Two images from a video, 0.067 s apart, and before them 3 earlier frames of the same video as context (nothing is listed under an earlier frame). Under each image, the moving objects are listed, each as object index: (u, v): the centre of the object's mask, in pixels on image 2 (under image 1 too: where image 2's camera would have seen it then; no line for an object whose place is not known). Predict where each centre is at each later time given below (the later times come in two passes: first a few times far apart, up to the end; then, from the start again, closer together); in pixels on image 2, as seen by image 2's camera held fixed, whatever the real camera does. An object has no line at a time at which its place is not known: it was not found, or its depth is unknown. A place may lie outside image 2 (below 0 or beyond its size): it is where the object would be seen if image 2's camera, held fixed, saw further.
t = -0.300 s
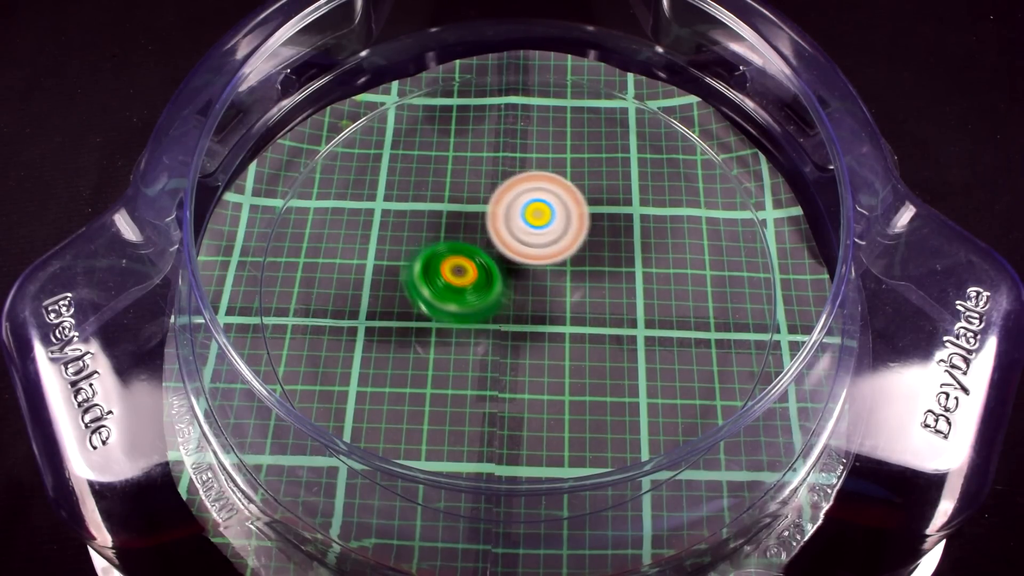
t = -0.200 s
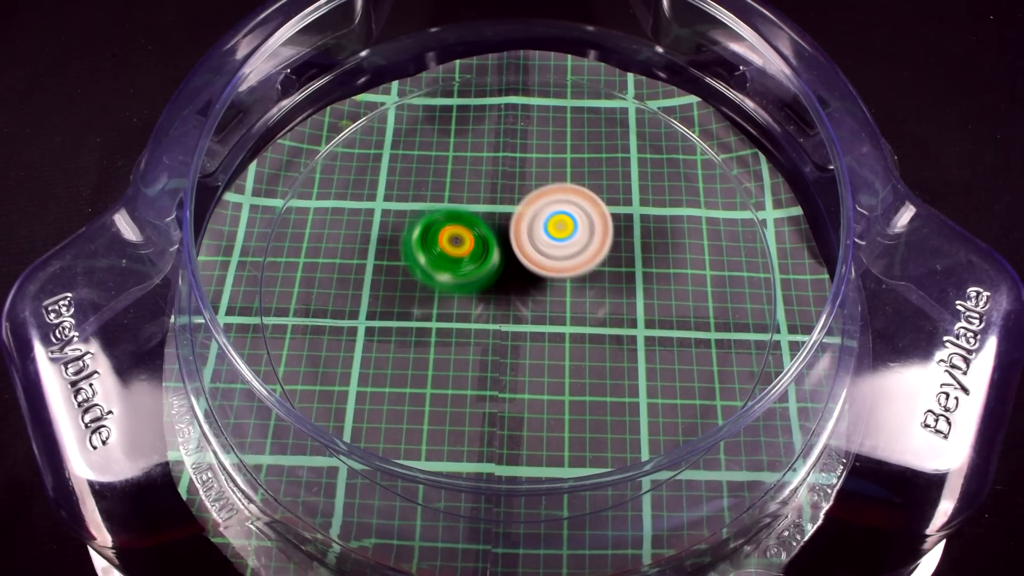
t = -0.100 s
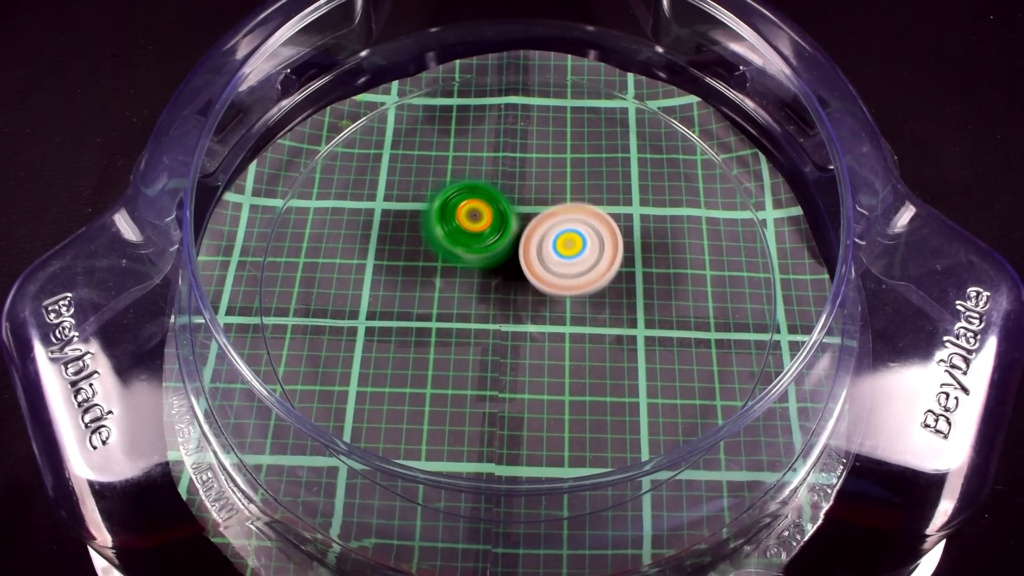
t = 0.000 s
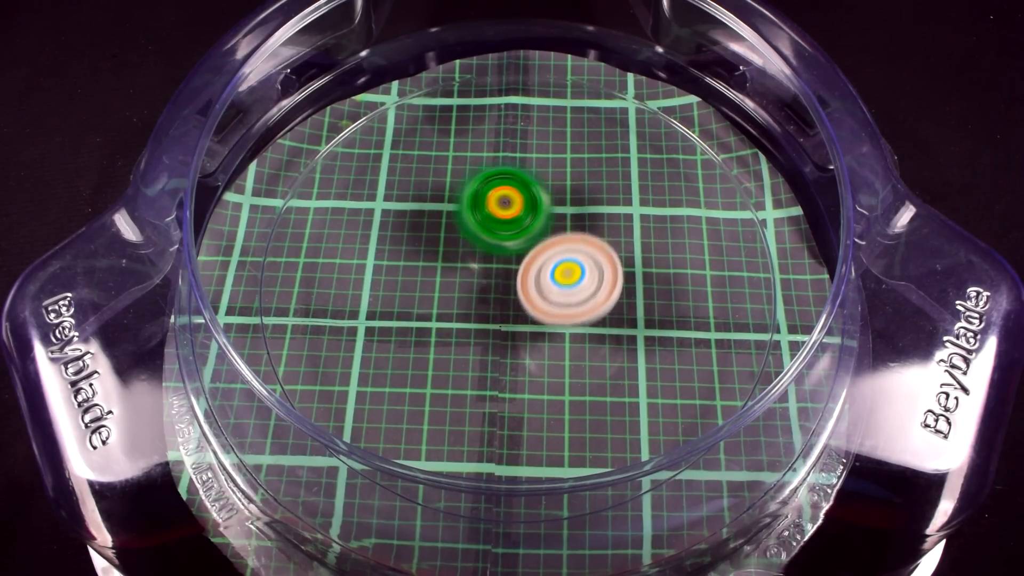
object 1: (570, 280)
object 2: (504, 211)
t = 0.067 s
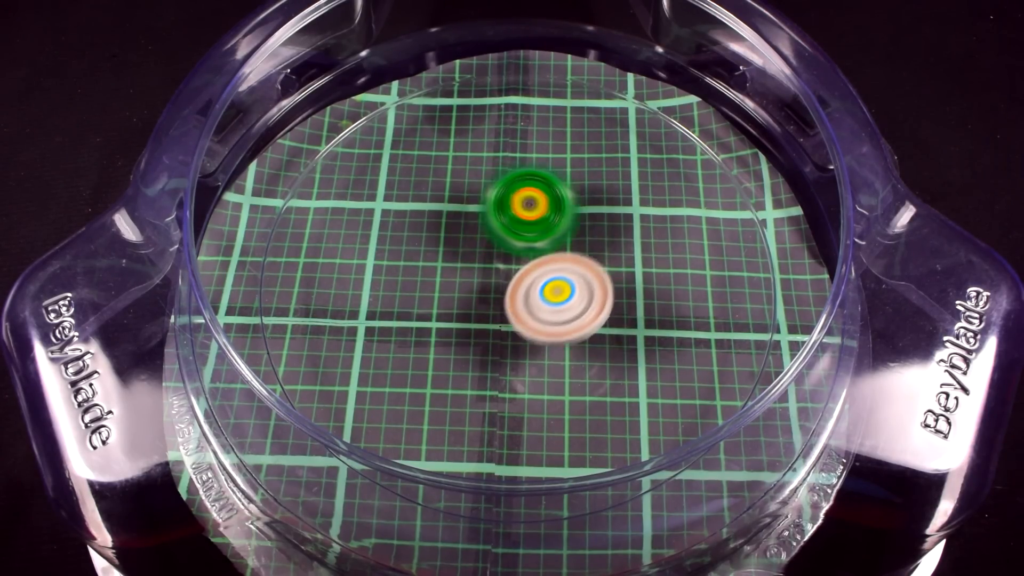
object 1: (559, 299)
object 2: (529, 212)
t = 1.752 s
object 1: (493, 167)
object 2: (501, 267)
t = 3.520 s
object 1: (498, 192)
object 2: (502, 279)
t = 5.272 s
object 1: (555, 259)
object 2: (457, 250)
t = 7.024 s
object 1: (558, 269)
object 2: (456, 249)
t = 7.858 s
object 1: (548, 272)
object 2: (455, 249)
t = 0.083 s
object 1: (555, 302)
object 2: (536, 214)
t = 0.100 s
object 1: (552, 304)
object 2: (542, 216)
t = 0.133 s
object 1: (543, 307)
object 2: (554, 221)
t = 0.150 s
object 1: (538, 309)
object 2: (560, 223)
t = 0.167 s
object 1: (532, 314)
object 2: (566, 225)
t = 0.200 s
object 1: (517, 322)
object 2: (575, 232)
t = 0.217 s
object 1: (510, 324)
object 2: (579, 237)
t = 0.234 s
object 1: (502, 324)
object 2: (581, 241)
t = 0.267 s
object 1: (490, 321)
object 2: (585, 251)
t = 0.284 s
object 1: (484, 319)
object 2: (585, 257)
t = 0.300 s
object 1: (478, 316)
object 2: (585, 263)
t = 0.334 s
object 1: (469, 309)
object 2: (583, 273)
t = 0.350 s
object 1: (467, 305)
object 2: (581, 278)
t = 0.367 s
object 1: (464, 301)
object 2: (578, 283)
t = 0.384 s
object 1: (463, 297)
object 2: (575, 289)
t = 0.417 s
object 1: (453, 285)
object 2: (572, 298)
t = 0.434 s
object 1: (446, 277)
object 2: (569, 302)
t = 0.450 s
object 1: (440, 268)
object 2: (566, 305)
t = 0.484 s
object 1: (431, 253)
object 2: (556, 309)
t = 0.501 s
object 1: (429, 246)
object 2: (551, 311)
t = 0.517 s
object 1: (429, 239)
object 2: (544, 312)
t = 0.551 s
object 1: (433, 228)
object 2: (532, 313)
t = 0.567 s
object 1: (437, 223)
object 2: (524, 312)
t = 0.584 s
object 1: (442, 219)
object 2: (517, 311)
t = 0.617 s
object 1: (454, 211)
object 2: (503, 307)
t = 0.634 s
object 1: (461, 207)
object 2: (497, 304)
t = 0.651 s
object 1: (468, 204)
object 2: (491, 301)
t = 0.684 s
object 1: (483, 198)
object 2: (480, 294)
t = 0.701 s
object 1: (492, 196)
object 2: (475, 289)
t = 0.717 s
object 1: (501, 193)
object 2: (471, 285)
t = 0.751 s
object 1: (518, 191)
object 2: (465, 276)
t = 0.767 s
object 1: (527, 191)
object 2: (464, 271)
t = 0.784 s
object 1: (535, 191)
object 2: (463, 267)
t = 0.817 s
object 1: (550, 195)
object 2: (463, 257)
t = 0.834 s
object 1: (558, 197)
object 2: (465, 253)
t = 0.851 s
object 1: (566, 201)
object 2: (467, 249)
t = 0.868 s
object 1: (573, 205)
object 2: (469, 245)
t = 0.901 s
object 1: (584, 214)
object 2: (475, 239)
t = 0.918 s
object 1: (589, 220)
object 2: (479, 236)
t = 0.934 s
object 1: (592, 226)
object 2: (485, 233)
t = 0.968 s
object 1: (600, 241)
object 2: (491, 228)
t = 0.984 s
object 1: (606, 250)
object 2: (494, 225)
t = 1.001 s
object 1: (611, 260)
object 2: (499, 224)
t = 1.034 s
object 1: (616, 277)
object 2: (507, 222)
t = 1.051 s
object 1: (616, 285)
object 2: (512, 222)
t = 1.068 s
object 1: (614, 292)
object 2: (516, 223)
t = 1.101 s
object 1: (607, 303)
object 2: (526, 224)
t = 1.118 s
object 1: (602, 308)
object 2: (530, 226)
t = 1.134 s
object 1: (596, 312)
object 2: (536, 228)
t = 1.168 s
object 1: (578, 320)
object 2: (545, 234)
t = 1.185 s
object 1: (569, 327)
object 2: (548, 235)
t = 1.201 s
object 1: (559, 334)
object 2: (551, 235)
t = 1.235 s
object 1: (537, 347)
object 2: (554, 241)
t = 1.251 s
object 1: (525, 350)
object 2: (556, 245)
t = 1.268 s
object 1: (513, 352)
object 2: (558, 249)
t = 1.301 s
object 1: (493, 352)
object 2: (558, 256)
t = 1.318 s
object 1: (484, 350)
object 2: (557, 261)
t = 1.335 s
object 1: (475, 347)
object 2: (557, 264)
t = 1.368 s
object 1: (461, 338)
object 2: (552, 273)
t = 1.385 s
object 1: (454, 332)
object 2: (549, 277)
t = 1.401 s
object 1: (448, 325)
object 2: (546, 280)
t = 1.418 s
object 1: (440, 317)
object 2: (546, 282)
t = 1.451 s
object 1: (422, 302)
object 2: (545, 285)
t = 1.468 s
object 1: (415, 294)
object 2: (542, 287)
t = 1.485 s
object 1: (410, 285)
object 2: (539, 287)
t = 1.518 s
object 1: (405, 268)
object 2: (531, 288)
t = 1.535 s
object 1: (405, 259)
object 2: (527, 288)
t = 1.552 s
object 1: (407, 252)
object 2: (523, 288)
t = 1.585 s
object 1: (414, 235)
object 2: (515, 285)
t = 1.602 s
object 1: (419, 227)
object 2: (512, 284)
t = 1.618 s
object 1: (425, 219)
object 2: (509, 283)
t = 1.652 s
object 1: (438, 200)
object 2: (507, 281)
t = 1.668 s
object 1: (446, 192)
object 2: (505, 279)
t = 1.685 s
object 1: (455, 185)
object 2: (504, 277)
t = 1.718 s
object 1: (473, 174)
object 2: (501, 272)
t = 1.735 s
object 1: (482, 170)
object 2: (501, 270)
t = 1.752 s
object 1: (493, 167)
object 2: (501, 267)
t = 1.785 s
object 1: (513, 164)
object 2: (502, 262)
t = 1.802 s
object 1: (523, 164)
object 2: (503, 260)
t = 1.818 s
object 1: (536, 161)
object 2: (500, 260)
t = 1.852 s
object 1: (572, 147)
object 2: (474, 283)
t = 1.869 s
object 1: (585, 146)
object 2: (467, 290)
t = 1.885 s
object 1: (597, 147)
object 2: (465, 293)
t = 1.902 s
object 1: (608, 150)
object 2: (464, 295)
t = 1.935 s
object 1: (626, 158)
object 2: (466, 299)
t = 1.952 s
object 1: (633, 165)
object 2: (466, 301)
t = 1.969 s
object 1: (638, 173)
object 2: (466, 302)
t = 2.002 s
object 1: (646, 193)
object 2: (468, 304)
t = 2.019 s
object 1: (647, 205)
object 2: (469, 305)
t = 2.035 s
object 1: (647, 218)
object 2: (470, 305)
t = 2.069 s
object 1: (642, 246)
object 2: (473, 305)
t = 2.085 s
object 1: (638, 259)
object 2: (475, 306)
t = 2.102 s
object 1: (632, 271)
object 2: (477, 306)
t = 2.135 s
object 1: (613, 294)
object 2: (485, 305)
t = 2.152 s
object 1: (602, 306)
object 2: (488, 305)
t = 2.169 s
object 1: (610, 321)
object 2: (464, 287)
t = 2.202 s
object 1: (662, 366)
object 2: (405, 245)
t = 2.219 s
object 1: (674, 378)
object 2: (390, 230)
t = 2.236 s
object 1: (676, 388)
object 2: (378, 217)
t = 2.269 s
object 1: (663, 390)
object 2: (367, 202)
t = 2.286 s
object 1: (650, 387)
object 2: (367, 198)
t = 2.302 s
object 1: (634, 381)
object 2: (368, 196)
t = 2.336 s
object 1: (601, 365)
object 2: (375, 195)
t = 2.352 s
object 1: (586, 355)
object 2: (380, 196)
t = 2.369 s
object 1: (574, 344)
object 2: (388, 198)
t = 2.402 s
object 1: (551, 321)
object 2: (410, 202)
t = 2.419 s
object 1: (542, 309)
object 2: (427, 206)
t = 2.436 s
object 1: (535, 296)
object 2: (444, 209)
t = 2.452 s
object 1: (530, 285)
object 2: (464, 212)
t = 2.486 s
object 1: (529, 289)
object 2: (500, 197)
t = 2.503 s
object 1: (530, 295)
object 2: (515, 188)
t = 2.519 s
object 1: (531, 296)
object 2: (529, 183)
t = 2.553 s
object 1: (536, 286)
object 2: (557, 187)
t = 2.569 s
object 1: (544, 277)
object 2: (567, 190)
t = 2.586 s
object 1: (548, 272)
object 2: (580, 193)
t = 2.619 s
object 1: (531, 281)
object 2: (621, 192)
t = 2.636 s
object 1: (526, 282)
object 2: (637, 191)
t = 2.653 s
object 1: (524, 280)
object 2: (645, 197)
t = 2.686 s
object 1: (524, 279)
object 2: (650, 205)
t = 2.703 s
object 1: (525, 279)
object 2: (650, 210)
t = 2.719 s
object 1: (526, 280)
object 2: (648, 215)
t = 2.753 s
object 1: (525, 279)
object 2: (643, 223)
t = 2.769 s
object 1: (526, 279)
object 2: (638, 229)
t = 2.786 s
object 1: (525, 279)
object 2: (634, 234)
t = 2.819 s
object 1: (526, 279)
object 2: (626, 244)
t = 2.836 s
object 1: (525, 278)
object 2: (621, 247)
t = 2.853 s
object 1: (523, 276)
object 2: (618, 253)
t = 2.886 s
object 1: (504, 273)
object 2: (616, 269)
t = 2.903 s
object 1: (494, 270)
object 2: (617, 274)
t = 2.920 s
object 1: (483, 268)
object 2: (615, 281)
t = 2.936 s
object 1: (475, 265)
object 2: (612, 290)
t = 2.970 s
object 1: (462, 260)
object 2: (609, 300)
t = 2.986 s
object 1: (458, 257)
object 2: (606, 304)
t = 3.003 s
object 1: (453, 255)
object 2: (600, 309)
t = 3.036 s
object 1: (449, 251)
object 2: (589, 313)
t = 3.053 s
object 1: (447, 249)
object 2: (583, 315)
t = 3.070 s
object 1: (445, 247)
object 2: (576, 316)
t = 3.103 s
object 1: (441, 241)
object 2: (561, 316)
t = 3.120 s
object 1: (439, 237)
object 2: (553, 316)
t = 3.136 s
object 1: (439, 234)
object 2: (546, 314)
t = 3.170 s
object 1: (438, 228)
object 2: (533, 310)
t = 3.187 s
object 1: (438, 224)
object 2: (526, 308)
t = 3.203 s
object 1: (439, 221)
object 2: (520, 304)
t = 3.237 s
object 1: (441, 215)
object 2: (510, 297)
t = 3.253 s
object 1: (443, 212)
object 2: (505, 292)
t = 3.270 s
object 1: (445, 208)
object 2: (502, 291)
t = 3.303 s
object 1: (449, 200)
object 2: (495, 286)
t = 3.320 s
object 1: (451, 197)
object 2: (494, 285)
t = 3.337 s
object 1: (455, 195)
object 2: (493, 283)
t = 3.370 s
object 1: (463, 192)
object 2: (493, 280)
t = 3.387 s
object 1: (466, 191)
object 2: (494, 278)
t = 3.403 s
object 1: (469, 189)
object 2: (494, 276)
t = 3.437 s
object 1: (476, 189)
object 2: (496, 274)
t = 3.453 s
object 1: (480, 189)
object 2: (496, 273)
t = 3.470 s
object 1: (484, 189)
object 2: (498, 274)
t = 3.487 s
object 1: (488, 190)
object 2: (499, 277)
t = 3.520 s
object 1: (498, 192)
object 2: (502, 279)
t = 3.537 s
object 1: (504, 194)
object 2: (503, 280)
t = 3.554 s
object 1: (506, 196)
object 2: (505, 282)
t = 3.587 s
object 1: (513, 200)
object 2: (508, 284)
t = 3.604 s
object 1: (516, 202)
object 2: (507, 287)
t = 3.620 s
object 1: (520, 203)
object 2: (509, 291)
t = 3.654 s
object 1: (528, 209)
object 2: (510, 296)
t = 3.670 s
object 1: (530, 213)
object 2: (510, 297)
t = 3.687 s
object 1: (532, 217)
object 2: (510, 299)
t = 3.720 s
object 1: (536, 223)
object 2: (506, 305)
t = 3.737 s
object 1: (539, 224)
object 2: (501, 311)
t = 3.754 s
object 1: (542, 225)
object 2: (498, 314)
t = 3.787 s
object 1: (546, 228)
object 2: (492, 319)
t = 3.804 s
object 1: (547, 230)
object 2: (489, 321)
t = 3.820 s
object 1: (547, 233)
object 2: (487, 322)
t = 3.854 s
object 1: (546, 240)
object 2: (484, 321)
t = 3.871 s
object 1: (543, 242)
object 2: (482, 320)
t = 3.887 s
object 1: (541, 245)
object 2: (481, 319)
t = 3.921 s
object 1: (538, 249)
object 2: (480, 316)
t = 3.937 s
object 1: (537, 249)
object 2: (478, 315)
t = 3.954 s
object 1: (537, 249)
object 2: (476, 315)
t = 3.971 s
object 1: (539, 250)
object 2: (473, 314)
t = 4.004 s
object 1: (541, 250)
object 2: (468, 315)
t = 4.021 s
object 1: (542, 251)
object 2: (465, 313)
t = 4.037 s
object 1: (542, 252)
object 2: (462, 311)
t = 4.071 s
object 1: (539, 252)
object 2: (459, 307)
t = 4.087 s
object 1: (539, 252)
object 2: (457, 305)
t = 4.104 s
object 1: (540, 253)
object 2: (456, 304)
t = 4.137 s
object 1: (545, 252)
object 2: (452, 303)
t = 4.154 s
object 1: (546, 251)
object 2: (451, 302)
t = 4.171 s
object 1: (547, 251)
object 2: (451, 300)
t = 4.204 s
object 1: (549, 247)
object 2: (451, 295)
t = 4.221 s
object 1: (551, 246)
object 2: (451, 293)
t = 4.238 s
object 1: (553, 247)
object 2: (451, 290)
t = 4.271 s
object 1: (556, 245)
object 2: (453, 282)
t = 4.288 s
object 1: (557, 246)
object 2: (455, 280)
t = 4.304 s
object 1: (558, 247)
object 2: (458, 277)
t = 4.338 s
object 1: (559, 247)
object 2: (462, 274)
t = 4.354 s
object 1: (563, 248)
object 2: (460, 271)
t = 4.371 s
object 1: (569, 250)
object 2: (458, 269)
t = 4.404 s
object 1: (573, 253)
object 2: (455, 265)
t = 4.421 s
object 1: (575, 255)
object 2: (455, 264)
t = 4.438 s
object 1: (576, 256)
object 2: (455, 263)
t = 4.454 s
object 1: (577, 258)
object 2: (456, 262)
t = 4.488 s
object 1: (579, 258)
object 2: (458, 260)
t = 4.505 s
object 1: (580, 259)
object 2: (459, 259)
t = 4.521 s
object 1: (583, 262)
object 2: (460, 259)
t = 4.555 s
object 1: (582, 267)
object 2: (462, 258)
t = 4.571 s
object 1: (581, 271)
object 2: (462, 257)
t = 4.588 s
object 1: (580, 273)
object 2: (463, 257)
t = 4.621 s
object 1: (577, 278)
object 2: (465, 257)
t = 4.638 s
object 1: (576, 279)
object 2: (466, 257)
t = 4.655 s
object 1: (574, 280)
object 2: (467, 256)
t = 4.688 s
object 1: (570, 284)
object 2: (468, 256)
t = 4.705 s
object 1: (567, 284)
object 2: (468, 256)
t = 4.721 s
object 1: (564, 286)
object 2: (468, 256)
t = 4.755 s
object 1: (558, 287)
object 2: (467, 256)
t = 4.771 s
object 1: (553, 286)
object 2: (467, 256)
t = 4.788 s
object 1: (551, 286)
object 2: (466, 256)
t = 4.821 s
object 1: (546, 285)
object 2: (466, 255)
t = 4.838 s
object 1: (543, 284)
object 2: (465, 255)
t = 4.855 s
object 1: (541, 282)
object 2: (464, 254)
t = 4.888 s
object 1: (539, 280)
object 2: (463, 254)
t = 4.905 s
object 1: (539, 280)
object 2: (462, 254)
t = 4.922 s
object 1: (538, 280)
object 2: (461, 253)
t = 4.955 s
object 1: (534, 277)
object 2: (458, 252)
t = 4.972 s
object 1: (532, 274)
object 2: (457, 251)
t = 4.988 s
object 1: (534, 273)
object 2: (456, 251)
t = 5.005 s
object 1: (537, 272)
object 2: (455, 250)
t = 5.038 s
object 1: (540, 271)
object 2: (452, 247)
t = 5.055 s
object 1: (540, 271)
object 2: (452, 247)
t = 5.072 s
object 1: (540, 269)
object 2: (452, 247)
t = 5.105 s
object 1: (541, 264)
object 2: (453, 248)
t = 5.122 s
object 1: (543, 263)
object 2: (454, 248)
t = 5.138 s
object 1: (545, 263)
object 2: (454, 249)
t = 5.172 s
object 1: (548, 262)
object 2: (456, 249)
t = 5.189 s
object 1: (549, 261)
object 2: (456, 250)
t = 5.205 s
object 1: (551, 261)
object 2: (456, 249)
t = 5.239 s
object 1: (553, 260)
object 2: (456, 249)
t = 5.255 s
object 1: (555, 259)
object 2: (456, 249)
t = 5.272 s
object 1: (555, 259)
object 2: (457, 250)
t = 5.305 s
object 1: (556, 261)
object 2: (456, 250)
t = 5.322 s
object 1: (555, 261)
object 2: (457, 250)
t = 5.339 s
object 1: (555, 260)
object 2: (456, 249)
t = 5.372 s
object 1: (557, 260)
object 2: (457, 250)
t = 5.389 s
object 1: (557, 260)
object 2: (456, 249)
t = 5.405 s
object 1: (556, 260)
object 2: (457, 250)
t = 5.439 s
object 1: (555, 259)
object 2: (457, 250)
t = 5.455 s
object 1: (554, 259)
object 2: (457, 250)
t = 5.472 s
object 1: (554, 259)
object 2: (455, 249)
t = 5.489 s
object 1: (553, 259)
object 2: (456, 249)
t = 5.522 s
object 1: (552, 259)
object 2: (456, 249)
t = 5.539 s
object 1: (550, 259)
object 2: (456, 249)
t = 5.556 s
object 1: (549, 259)
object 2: (456, 249)
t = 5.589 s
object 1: (546, 257)
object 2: (455, 248)
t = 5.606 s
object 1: (545, 256)
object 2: (456, 249)
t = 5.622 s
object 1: (544, 256)
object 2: (456, 249)
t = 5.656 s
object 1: (541, 255)
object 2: (455, 249)
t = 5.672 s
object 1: (538, 253)
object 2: (453, 248)
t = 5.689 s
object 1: (538, 252)
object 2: (454, 249)
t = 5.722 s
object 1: (537, 249)
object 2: (454, 250)
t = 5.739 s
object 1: (536, 248)
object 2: (454, 250)
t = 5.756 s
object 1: (534, 247)
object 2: (452, 248)
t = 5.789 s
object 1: (533, 244)
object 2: (452, 248)
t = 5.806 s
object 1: (533, 244)
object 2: (453, 247)
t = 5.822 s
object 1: (533, 243)
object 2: (454, 247)
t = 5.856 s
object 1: (531, 242)
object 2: (454, 247)
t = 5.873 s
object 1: (531, 242)
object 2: (455, 247)
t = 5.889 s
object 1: (532, 241)
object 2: (456, 247)
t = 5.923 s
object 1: (532, 243)
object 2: (458, 246)
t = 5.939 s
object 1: (533, 243)
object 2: (458, 246)
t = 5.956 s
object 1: (534, 244)
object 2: (459, 247)
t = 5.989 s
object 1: (539, 249)
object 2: (458, 246)
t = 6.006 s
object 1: (538, 251)
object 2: (458, 246)
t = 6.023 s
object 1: (540, 253)
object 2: (456, 246)
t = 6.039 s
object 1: (543, 257)
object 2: (454, 246)
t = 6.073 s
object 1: (544, 262)
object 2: (451, 248)
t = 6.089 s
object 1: (544, 264)
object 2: (451, 248)
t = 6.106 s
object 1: (543, 264)
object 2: (451, 248)
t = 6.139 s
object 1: (541, 265)
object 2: (452, 248)
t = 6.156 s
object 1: (540, 264)
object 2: (453, 249)
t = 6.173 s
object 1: (540, 265)
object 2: (453, 249)
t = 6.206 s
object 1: (539, 267)
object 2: (454, 249)
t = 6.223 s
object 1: (541, 268)
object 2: (454, 249)
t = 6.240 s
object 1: (541, 268)
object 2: (453, 249)
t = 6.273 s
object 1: (540, 272)
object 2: (454, 249)
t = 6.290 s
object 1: (541, 277)
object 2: (454, 249)
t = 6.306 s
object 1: (539, 279)
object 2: (453, 248)
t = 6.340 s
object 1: (537, 281)
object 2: (454, 248)
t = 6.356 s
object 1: (537, 283)
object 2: (454, 248)
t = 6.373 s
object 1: (536, 283)
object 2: (453, 248)
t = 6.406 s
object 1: (536, 281)
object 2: (453, 248)
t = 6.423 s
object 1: (536, 281)
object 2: (453, 248)
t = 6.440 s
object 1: (536, 282)
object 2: (454, 248)
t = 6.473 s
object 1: (538, 279)
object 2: (455, 249)
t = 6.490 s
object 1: (538, 276)
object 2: (454, 248)
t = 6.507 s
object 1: (538, 275)
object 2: (454, 248)
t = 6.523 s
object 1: (538, 276)
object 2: (454, 248)
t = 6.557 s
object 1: (538, 275)
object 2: (455, 249)
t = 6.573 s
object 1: (539, 274)
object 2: (455, 249)
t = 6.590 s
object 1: (539, 274)
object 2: (455, 249)
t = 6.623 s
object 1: (539, 273)
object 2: (456, 250)
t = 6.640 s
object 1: (539, 275)
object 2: (456, 251)
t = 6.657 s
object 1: (539, 274)
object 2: (455, 249)
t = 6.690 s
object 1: (538, 273)
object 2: (455, 249)
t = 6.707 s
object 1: (538, 272)
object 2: (455, 248)
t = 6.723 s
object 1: (539, 273)
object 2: (454, 249)
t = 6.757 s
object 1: (540, 273)
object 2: (455, 249)
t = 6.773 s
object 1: (540, 272)
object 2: (455, 249)
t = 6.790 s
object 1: (541, 271)
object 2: (454, 249)
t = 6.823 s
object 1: (541, 270)
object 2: (454, 249)
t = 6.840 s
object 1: (541, 270)
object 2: (455, 249)
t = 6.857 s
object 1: (542, 270)
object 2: (455, 249)
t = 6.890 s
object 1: (543, 270)
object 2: (455, 249)
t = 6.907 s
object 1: (544, 270)
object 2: (455, 249)
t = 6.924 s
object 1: (545, 270)
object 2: (455, 249)
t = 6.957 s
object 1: (548, 270)
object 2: (456, 250)
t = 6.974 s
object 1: (551, 271)
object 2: (456, 249)
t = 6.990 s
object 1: (554, 271)
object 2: (455, 249)
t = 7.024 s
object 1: (558, 269)
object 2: (456, 249)
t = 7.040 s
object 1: (560, 268)
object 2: (456, 249)
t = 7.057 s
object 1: (561, 268)
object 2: (456, 249)
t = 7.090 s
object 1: (560, 269)
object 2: (456, 249)
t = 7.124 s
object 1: (556, 270)
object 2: (455, 249)
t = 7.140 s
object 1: (554, 271)
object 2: (456, 249)
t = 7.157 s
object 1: (552, 271)
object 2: (456, 249)
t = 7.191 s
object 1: (548, 271)
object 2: (456, 249)
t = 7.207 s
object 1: (548, 271)
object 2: (456, 249)
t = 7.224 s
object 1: (548, 271)
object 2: (456, 249)
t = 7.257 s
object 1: (550, 271)
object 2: (456, 249)
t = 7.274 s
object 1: (551, 271)
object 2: (456, 249)
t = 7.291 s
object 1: (553, 271)
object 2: (455, 249)
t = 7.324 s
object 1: (555, 270)
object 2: (455, 249)
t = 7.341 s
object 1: (555, 270)
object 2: (455, 249)
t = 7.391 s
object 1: (555, 270)
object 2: (455, 249)
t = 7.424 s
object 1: (553, 270)
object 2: (455, 249)
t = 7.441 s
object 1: (552, 271)
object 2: (455, 249)
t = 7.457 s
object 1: (550, 271)
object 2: (455, 249)
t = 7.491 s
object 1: (548, 272)
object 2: (456, 249)
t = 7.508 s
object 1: (548, 272)
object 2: (456, 249)
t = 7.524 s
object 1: (548, 272)
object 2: (456, 249)
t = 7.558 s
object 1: (549, 271)
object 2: (456, 249)
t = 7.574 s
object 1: (549, 271)
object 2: (456, 249)
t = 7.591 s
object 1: (549, 272)
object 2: (456, 249)
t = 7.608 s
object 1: (548, 271)
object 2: (456, 249)
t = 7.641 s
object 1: (548, 271)
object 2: (456, 249)
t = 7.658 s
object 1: (548, 272)
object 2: (455, 249)
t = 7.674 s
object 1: (548, 272)
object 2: (455, 249)
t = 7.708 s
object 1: (548, 272)
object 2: (455, 249)
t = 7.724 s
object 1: (548, 272)
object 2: (455, 249)
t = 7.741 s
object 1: (548, 272)
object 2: (456, 249)
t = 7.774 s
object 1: (548, 272)
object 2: (455, 249)
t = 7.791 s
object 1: (548, 272)
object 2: (456, 249)
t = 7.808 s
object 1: (548, 272)
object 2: (455, 249)
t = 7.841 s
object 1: (548, 272)
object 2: (455, 249)
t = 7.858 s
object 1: (548, 272)
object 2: (455, 249)
